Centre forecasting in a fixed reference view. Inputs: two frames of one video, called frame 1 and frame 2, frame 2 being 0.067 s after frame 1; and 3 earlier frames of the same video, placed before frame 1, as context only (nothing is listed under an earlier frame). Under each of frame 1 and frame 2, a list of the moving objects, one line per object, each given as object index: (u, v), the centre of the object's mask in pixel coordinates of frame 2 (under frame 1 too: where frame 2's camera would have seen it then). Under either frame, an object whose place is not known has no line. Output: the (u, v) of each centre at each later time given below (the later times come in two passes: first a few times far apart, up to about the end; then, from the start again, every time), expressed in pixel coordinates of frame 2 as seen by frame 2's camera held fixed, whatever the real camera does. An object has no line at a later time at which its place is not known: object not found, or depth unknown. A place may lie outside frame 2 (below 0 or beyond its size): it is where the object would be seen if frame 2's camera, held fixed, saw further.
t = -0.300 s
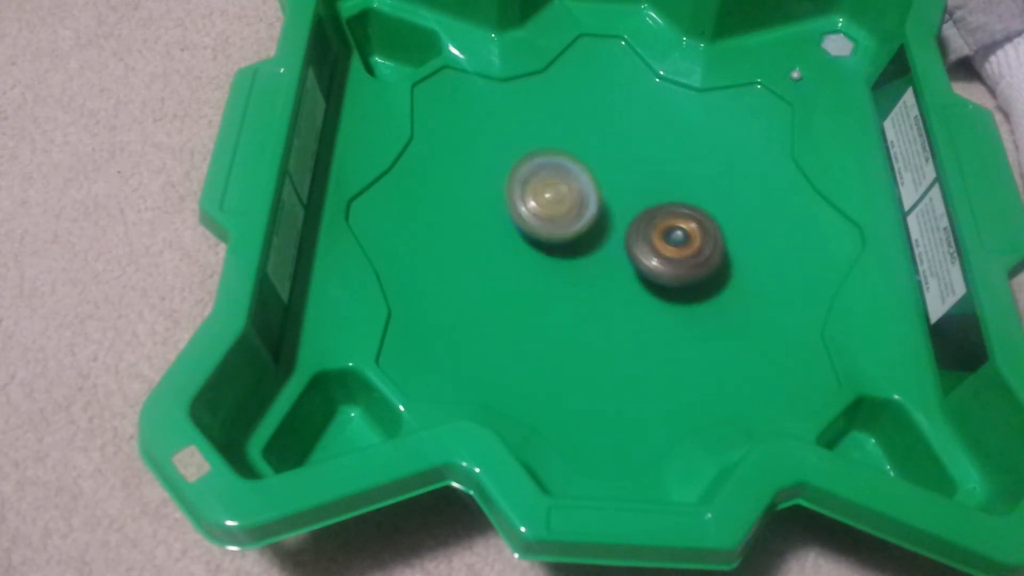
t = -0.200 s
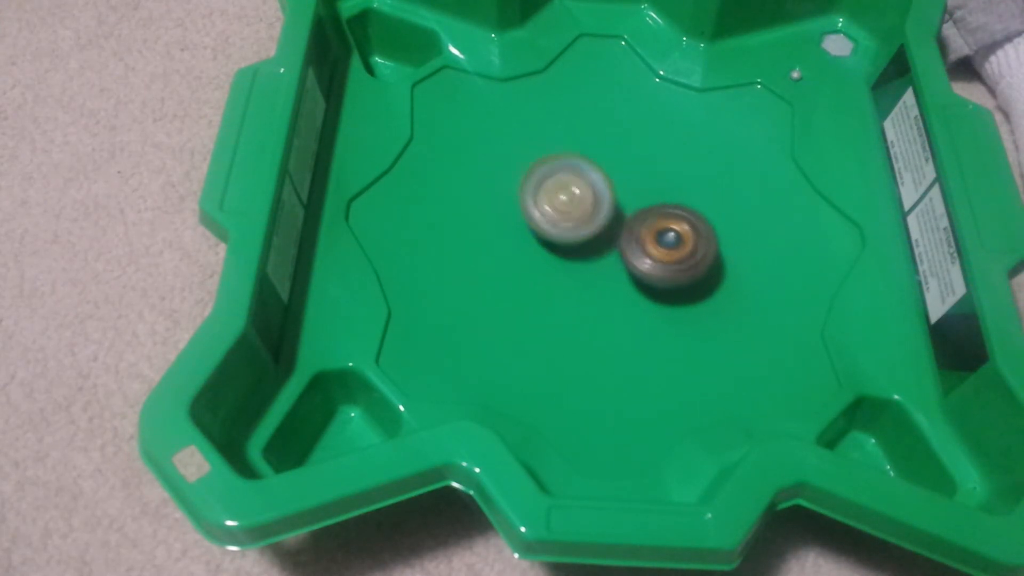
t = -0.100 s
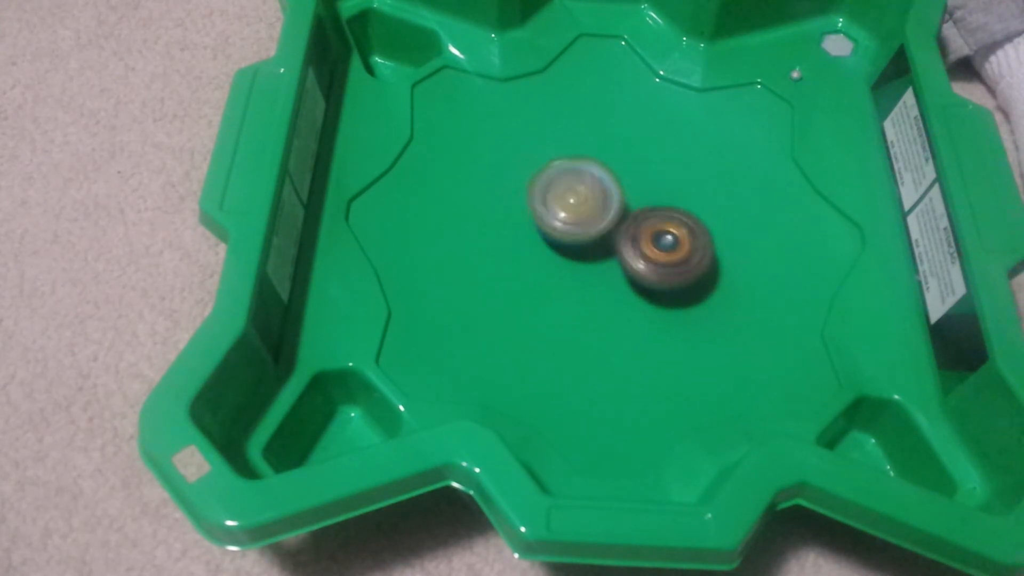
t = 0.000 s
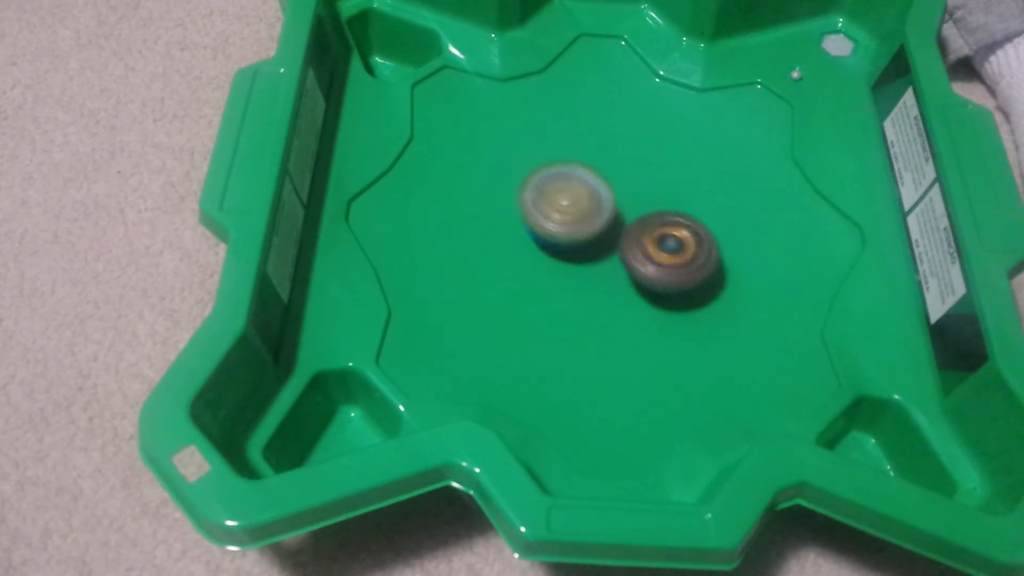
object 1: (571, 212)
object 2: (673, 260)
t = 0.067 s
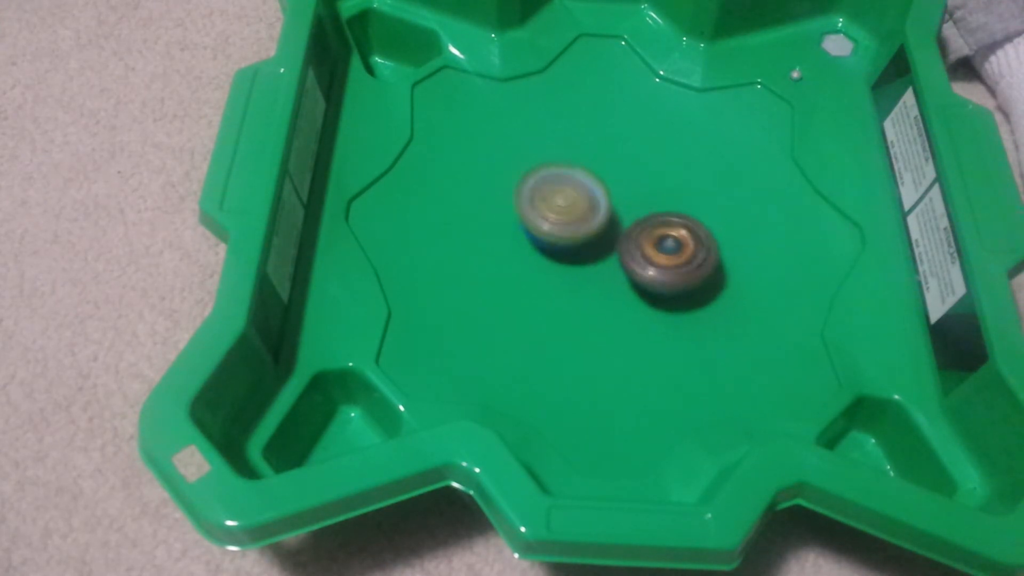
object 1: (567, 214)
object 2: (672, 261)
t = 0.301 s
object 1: (556, 217)
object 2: (665, 257)
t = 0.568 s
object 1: (549, 206)
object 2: (647, 261)
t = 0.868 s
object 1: (558, 193)
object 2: (670, 274)
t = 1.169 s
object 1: (564, 214)
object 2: (668, 267)
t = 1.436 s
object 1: (535, 222)
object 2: (655, 266)
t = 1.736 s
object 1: (545, 214)
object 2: (643, 262)
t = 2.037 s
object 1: (555, 208)
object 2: (651, 264)
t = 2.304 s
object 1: (553, 212)
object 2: (650, 262)
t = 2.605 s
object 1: (538, 191)
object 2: (677, 269)
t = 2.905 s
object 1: (573, 207)
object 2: (651, 258)
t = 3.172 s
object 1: (568, 199)
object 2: (662, 273)
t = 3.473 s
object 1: (573, 201)
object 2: (653, 275)
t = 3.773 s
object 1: (569, 199)
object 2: (641, 273)
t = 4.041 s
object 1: (573, 188)
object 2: (625, 271)
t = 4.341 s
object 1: (593, 189)
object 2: (615, 275)
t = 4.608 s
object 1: (587, 194)
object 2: (613, 276)
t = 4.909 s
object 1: (593, 207)
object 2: (643, 272)
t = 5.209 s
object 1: (566, 204)
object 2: (648, 252)
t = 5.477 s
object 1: (566, 206)
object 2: (636, 255)
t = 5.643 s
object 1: (564, 210)
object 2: (637, 256)
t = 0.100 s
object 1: (566, 215)
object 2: (670, 260)
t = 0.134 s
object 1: (565, 216)
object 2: (669, 260)
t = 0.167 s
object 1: (565, 217)
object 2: (667, 258)
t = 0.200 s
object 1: (564, 218)
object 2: (665, 258)
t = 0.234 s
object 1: (564, 219)
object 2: (662, 256)
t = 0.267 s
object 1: (561, 218)
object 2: (663, 257)
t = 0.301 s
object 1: (556, 217)
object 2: (665, 257)
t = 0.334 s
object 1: (551, 215)
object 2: (664, 257)
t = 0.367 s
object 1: (550, 214)
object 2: (661, 258)
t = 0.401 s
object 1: (549, 213)
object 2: (658, 257)
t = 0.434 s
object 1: (548, 212)
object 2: (655, 257)
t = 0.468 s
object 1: (549, 211)
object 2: (651, 257)
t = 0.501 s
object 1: (549, 211)
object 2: (647, 257)
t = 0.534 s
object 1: (550, 210)
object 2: (643, 258)
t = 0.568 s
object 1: (549, 206)
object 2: (647, 261)
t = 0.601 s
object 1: (544, 198)
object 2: (655, 267)
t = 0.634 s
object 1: (542, 194)
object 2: (663, 272)
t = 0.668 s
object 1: (542, 192)
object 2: (665, 275)
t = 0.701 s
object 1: (544, 190)
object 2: (667, 277)
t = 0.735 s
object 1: (545, 189)
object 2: (667, 278)
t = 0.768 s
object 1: (548, 188)
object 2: (669, 278)
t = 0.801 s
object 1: (551, 189)
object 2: (670, 277)
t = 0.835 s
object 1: (555, 190)
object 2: (671, 276)
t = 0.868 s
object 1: (558, 193)
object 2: (670, 274)
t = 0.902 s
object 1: (562, 195)
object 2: (669, 273)
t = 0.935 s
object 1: (566, 200)
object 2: (667, 270)
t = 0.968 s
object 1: (570, 203)
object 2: (663, 269)
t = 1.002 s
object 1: (574, 209)
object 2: (660, 266)
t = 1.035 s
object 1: (573, 209)
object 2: (665, 267)
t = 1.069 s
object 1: (569, 209)
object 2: (670, 268)
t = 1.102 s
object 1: (565, 209)
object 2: (672, 268)
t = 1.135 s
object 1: (565, 211)
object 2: (670, 268)
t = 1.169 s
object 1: (564, 214)
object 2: (668, 267)
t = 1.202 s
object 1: (561, 217)
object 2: (665, 267)
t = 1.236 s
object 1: (559, 219)
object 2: (664, 266)
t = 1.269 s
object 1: (556, 220)
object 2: (660, 265)
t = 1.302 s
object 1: (554, 223)
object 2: (656, 265)
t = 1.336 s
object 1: (551, 224)
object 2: (652, 263)
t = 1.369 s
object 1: (549, 226)
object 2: (647, 263)
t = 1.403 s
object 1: (543, 224)
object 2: (651, 264)
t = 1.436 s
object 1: (535, 222)
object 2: (655, 266)
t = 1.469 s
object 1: (531, 218)
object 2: (657, 266)
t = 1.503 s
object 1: (531, 218)
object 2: (655, 266)
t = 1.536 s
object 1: (531, 216)
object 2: (654, 267)
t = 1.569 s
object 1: (533, 215)
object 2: (654, 267)
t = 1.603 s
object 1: (533, 215)
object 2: (653, 267)
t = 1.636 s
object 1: (535, 214)
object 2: (652, 266)
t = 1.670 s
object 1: (538, 214)
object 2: (649, 264)
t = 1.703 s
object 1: (541, 213)
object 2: (646, 264)
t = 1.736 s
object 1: (545, 214)
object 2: (643, 262)
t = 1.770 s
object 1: (547, 214)
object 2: (640, 262)
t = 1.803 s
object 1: (549, 211)
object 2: (645, 264)
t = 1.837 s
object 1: (546, 208)
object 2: (651, 265)
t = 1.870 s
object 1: (546, 204)
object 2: (655, 266)
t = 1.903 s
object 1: (549, 205)
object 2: (655, 265)
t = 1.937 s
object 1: (551, 204)
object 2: (653, 266)
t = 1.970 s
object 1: (554, 206)
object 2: (653, 266)
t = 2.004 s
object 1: (554, 208)
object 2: (652, 265)
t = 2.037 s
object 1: (555, 208)
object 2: (651, 264)
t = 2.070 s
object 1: (556, 210)
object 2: (649, 262)
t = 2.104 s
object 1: (557, 211)
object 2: (647, 262)
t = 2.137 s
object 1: (554, 210)
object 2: (654, 263)
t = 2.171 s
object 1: (553, 207)
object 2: (657, 264)
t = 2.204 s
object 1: (553, 208)
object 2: (657, 263)
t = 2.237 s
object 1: (553, 209)
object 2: (654, 262)
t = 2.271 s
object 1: (553, 210)
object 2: (651, 262)
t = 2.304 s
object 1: (553, 212)
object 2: (650, 262)
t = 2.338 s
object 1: (553, 212)
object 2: (648, 261)
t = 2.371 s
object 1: (553, 212)
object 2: (645, 260)
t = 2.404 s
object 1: (552, 211)
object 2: (647, 260)
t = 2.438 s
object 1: (543, 206)
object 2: (659, 266)
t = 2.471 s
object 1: (534, 200)
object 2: (669, 271)
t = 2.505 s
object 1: (532, 196)
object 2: (677, 273)
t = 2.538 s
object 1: (534, 194)
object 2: (679, 272)
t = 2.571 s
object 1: (536, 192)
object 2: (678, 271)
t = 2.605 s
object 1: (538, 191)
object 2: (677, 269)
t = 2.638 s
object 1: (541, 193)
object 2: (675, 268)
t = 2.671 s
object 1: (543, 193)
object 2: (674, 266)
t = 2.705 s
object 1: (548, 193)
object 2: (671, 263)
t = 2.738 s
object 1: (553, 199)
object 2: (667, 261)
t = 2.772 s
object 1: (558, 200)
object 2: (663, 259)
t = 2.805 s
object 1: (565, 202)
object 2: (656, 256)
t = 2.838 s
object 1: (567, 205)
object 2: (651, 256)
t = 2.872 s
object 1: (570, 205)
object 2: (650, 257)
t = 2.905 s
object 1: (573, 207)
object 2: (651, 258)
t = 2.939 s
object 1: (572, 206)
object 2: (654, 261)
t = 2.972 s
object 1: (569, 204)
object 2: (658, 266)
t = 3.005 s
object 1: (568, 204)
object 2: (660, 269)
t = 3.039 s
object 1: (565, 201)
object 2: (662, 272)
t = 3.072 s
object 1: (564, 198)
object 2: (664, 274)
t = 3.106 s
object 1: (564, 199)
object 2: (665, 274)
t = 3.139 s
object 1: (566, 198)
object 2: (664, 273)
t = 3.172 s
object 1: (568, 199)
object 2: (662, 273)
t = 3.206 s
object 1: (569, 201)
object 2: (661, 272)
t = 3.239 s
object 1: (570, 201)
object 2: (659, 271)
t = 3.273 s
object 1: (574, 202)
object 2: (656, 269)
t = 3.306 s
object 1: (573, 204)
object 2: (652, 268)
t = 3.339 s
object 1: (574, 207)
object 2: (649, 266)
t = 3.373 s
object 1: (576, 206)
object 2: (651, 268)
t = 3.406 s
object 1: (574, 203)
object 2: (654, 271)
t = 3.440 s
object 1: (572, 202)
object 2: (653, 274)
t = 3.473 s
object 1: (573, 201)
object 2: (653, 275)
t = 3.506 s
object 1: (573, 202)
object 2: (653, 276)
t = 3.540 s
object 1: (575, 203)
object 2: (653, 276)
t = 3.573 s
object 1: (575, 204)
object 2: (652, 275)
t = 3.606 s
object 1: (573, 205)
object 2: (648, 274)
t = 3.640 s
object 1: (572, 205)
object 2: (643, 274)
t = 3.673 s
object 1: (571, 204)
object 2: (638, 274)
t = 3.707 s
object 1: (569, 204)
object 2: (636, 272)
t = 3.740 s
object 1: (569, 202)
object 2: (638, 272)
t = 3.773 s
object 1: (569, 199)
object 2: (641, 273)
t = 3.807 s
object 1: (568, 198)
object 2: (643, 272)
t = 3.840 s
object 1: (568, 197)
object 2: (644, 270)
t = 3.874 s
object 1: (567, 195)
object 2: (641, 267)
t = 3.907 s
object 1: (568, 195)
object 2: (638, 266)
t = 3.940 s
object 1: (569, 195)
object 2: (633, 265)
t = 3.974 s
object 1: (568, 193)
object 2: (627, 267)
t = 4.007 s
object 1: (571, 191)
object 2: (624, 268)
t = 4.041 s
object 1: (573, 188)
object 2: (625, 271)
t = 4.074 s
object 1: (579, 187)
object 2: (628, 274)
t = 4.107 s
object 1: (584, 185)
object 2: (632, 273)
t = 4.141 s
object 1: (586, 187)
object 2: (632, 271)
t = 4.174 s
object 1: (587, 189)
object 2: (631, 269)
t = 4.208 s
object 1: (589, 190)
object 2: (629, 270)
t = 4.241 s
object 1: (589, 188)
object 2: (624, 272)
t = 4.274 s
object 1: (591, 187)
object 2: (620, 272)
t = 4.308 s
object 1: (593, 187)
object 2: (616, 274)
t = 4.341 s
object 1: (593, 189)
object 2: (615, 275)
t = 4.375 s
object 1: (593, 190)
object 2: (616, 272)
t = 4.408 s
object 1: (592, 195)
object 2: (615, 271)
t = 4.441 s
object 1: (591, 193)
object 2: (616, 274)
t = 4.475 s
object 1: (591, 192)
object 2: (617, 277)
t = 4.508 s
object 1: (589, 191)
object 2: (616, 277)
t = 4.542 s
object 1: (589, 191)
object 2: (615, 276)
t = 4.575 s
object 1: (589, 196)
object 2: (615, 276)
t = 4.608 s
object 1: (587, 194)
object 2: (613, 276)
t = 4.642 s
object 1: (588, 192)
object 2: (613, 275)
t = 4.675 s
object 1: (588, 190)
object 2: (618, 280)
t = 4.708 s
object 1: (587, 187)
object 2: (622, 284)
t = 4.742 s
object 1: (590, 187)
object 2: (629, 286)
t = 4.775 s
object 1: (591, 188)
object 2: (637, 285)
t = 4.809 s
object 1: (594, 188)
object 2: (642, 283)
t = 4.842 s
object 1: (597, 194)
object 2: (644, 282)
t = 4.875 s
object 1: (594, 203)
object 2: (645, 278)
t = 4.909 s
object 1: (593, 207)
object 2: (643, 272)
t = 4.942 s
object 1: (588, 208)
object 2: (648, 272)
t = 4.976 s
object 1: (586, 206)
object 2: (655, 270)
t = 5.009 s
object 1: (583, 205)
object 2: (656, 267)
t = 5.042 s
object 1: (580, 205)
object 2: (656, 263)
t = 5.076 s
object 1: (577, 204)
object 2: (652, 259)
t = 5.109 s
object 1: (575, 204)
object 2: (650, 255)
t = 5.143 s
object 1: (574, 203)
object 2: (650, 254)
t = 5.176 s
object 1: (570, 204)
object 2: (648, 253)
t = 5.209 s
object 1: (566, 204)
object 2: (648, 252)
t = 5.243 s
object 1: (561, 203)
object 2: (646, 252)
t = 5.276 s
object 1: (560, 203)
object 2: (643, 251)
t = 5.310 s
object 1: (559, 202)
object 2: (640, 251)
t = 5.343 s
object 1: (560, 202)
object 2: (637, 251)
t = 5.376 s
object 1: (562, 202)
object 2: (636, 253)
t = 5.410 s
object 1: (564, 204)
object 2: (635, 253)
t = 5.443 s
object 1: (565, 204)
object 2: (634, 254)
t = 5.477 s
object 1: (566, 206)
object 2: (636, 255)
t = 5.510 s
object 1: (565, 208)
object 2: (636, 255)
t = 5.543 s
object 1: (563, 211)
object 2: (637, 256)
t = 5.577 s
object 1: (563, 212)
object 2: (638, 257)
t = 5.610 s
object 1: (563, 212)
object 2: (638, 257)
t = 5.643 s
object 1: (564, 210)
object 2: (637, 256)
